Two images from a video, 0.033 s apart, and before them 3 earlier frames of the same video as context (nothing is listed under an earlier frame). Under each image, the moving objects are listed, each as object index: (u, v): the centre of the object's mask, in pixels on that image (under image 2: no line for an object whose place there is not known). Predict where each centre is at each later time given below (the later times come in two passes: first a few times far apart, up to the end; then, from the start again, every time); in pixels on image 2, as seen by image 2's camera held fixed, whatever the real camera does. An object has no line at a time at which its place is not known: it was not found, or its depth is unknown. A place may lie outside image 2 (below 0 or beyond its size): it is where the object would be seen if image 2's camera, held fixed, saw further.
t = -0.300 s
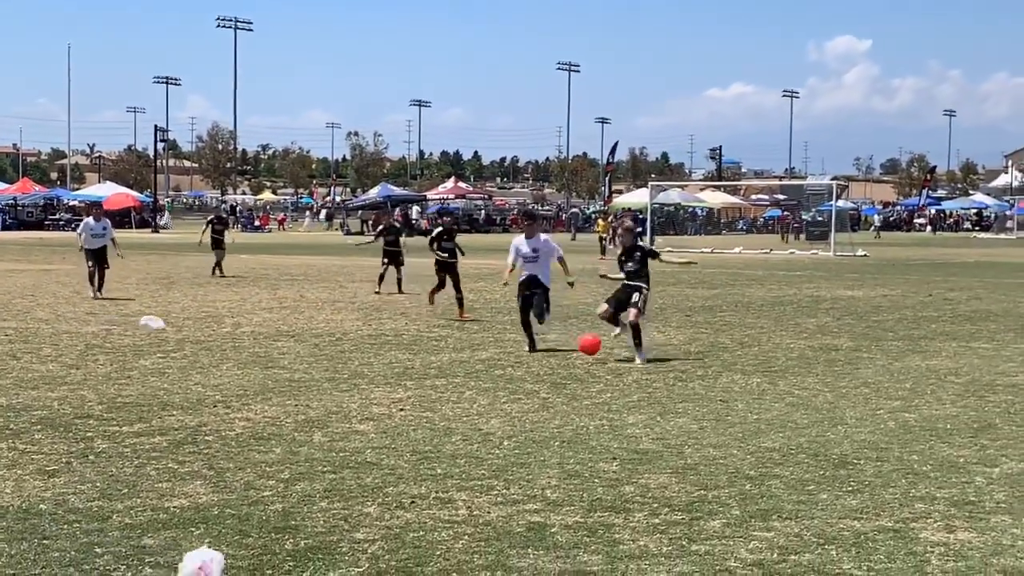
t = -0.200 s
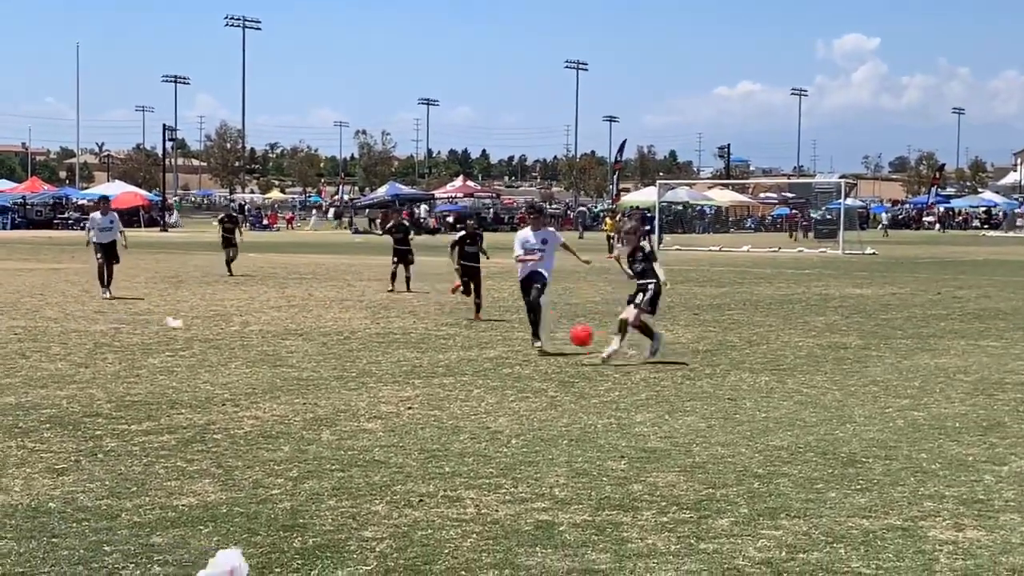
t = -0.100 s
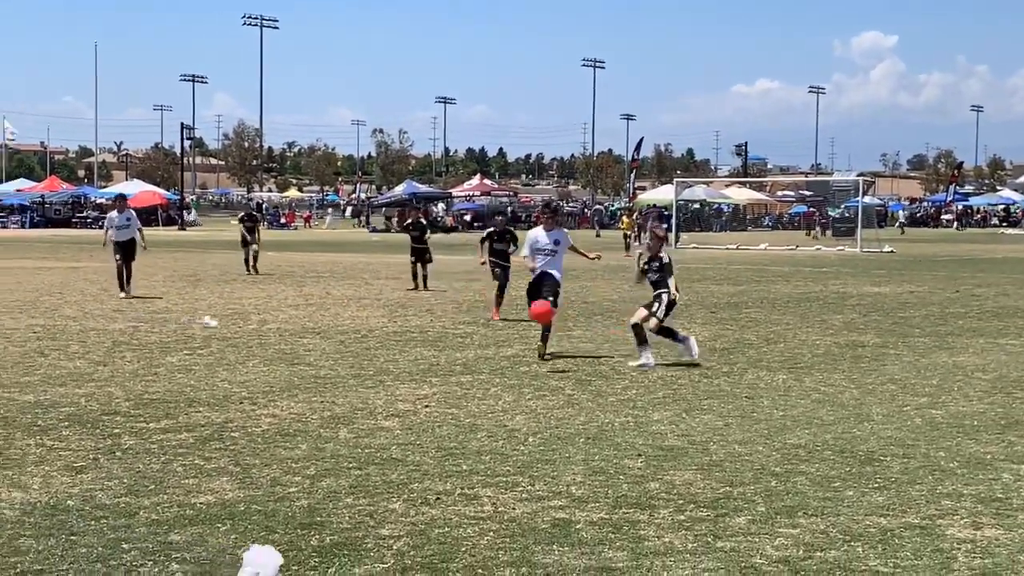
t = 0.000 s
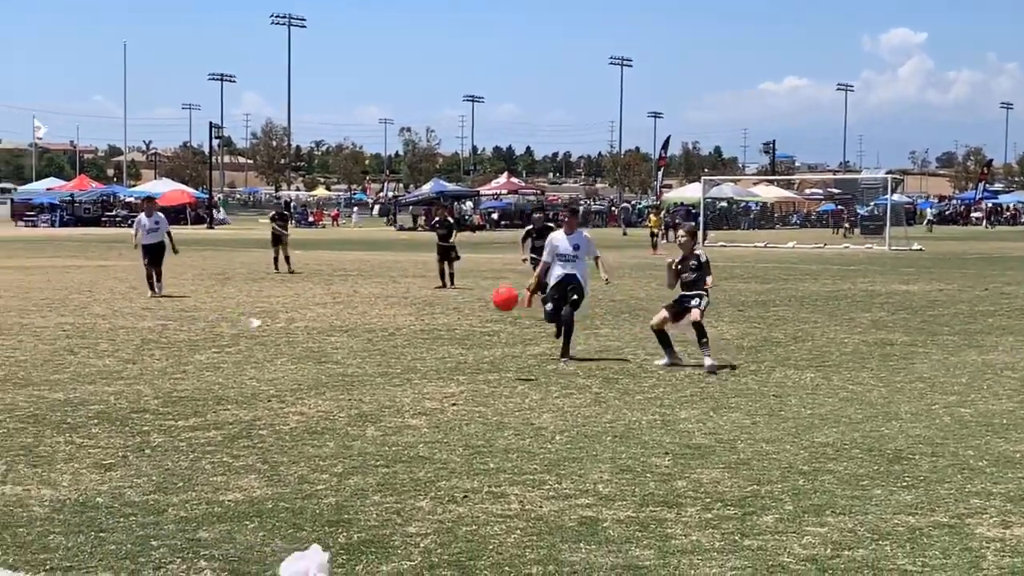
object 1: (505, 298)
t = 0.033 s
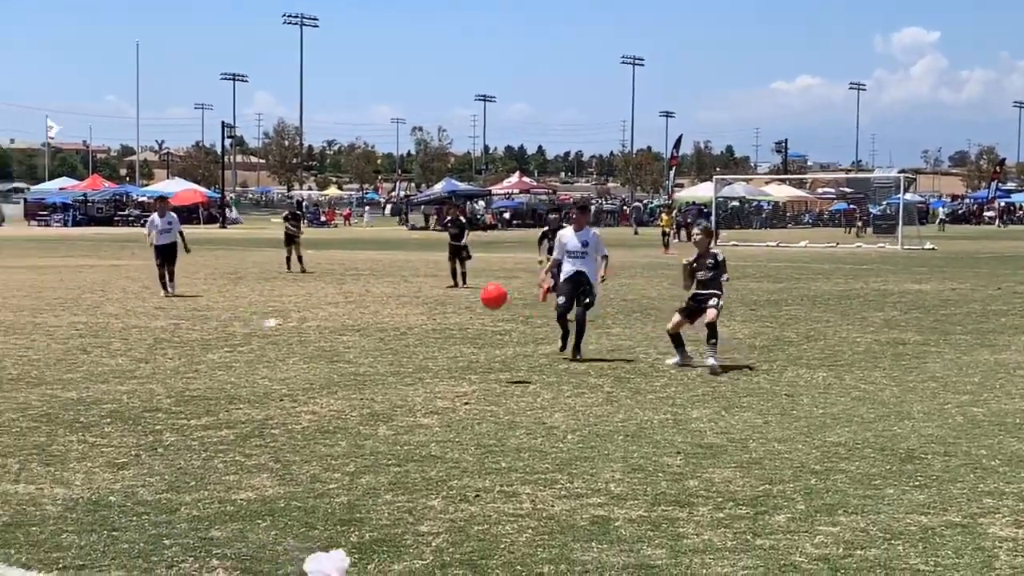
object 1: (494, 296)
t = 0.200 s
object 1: (366, 309)
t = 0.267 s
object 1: (306, 325)
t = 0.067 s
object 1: (470, 296)
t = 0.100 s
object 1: (447, 297)
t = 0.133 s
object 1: (421, 299)
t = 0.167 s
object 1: (394, 304)
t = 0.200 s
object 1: (366, 309)
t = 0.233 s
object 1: (337, 317)
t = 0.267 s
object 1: (306, 325)
